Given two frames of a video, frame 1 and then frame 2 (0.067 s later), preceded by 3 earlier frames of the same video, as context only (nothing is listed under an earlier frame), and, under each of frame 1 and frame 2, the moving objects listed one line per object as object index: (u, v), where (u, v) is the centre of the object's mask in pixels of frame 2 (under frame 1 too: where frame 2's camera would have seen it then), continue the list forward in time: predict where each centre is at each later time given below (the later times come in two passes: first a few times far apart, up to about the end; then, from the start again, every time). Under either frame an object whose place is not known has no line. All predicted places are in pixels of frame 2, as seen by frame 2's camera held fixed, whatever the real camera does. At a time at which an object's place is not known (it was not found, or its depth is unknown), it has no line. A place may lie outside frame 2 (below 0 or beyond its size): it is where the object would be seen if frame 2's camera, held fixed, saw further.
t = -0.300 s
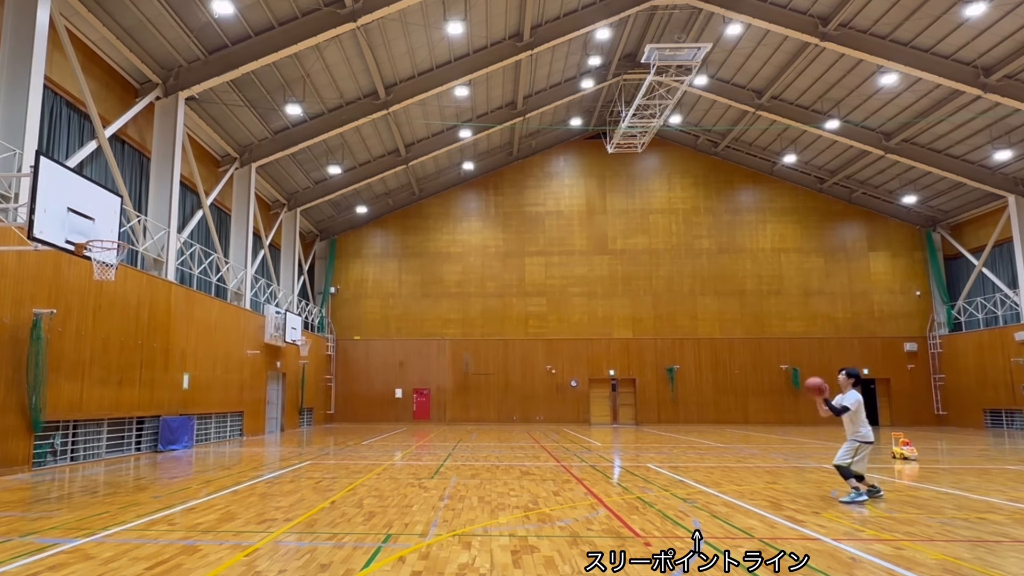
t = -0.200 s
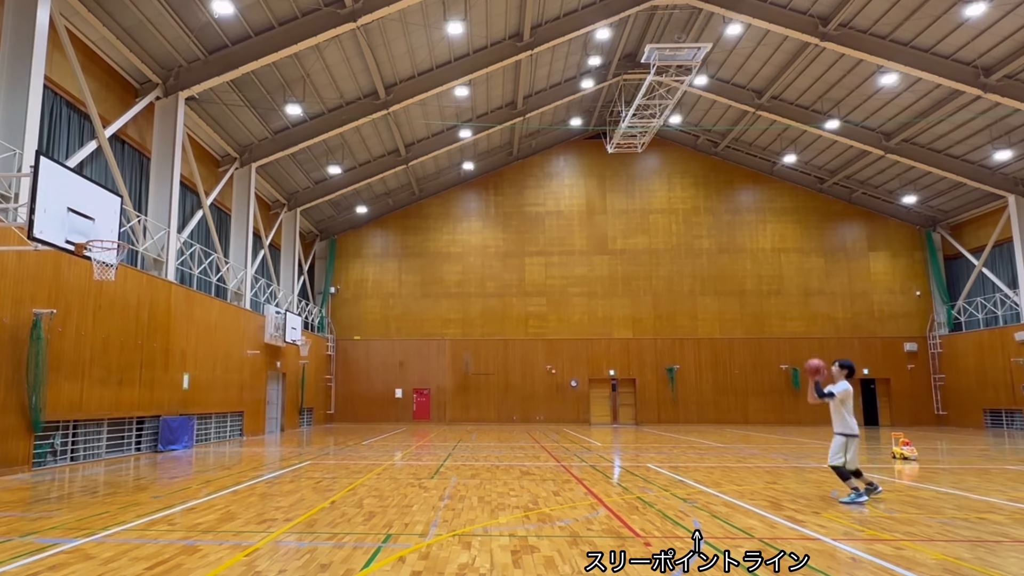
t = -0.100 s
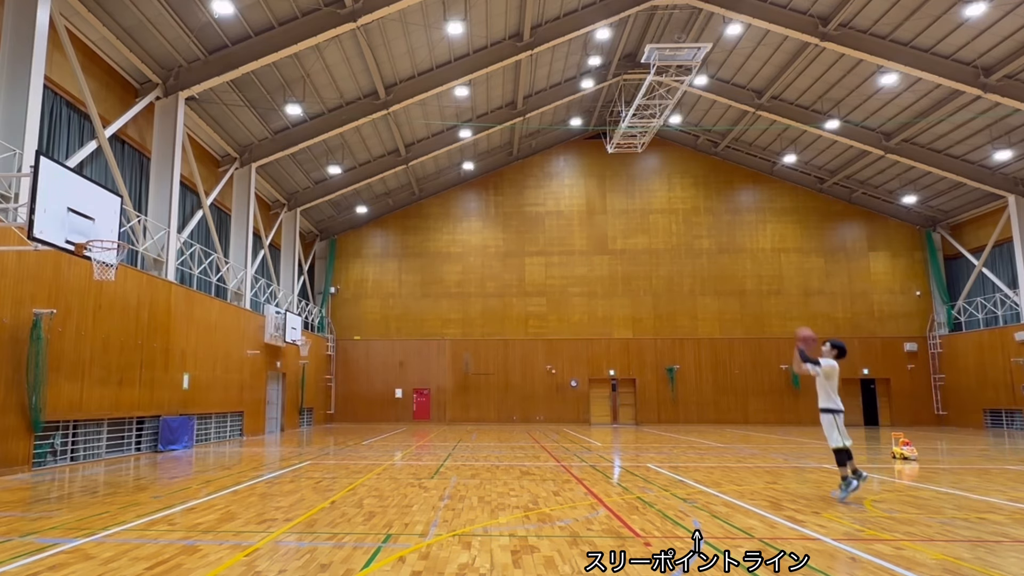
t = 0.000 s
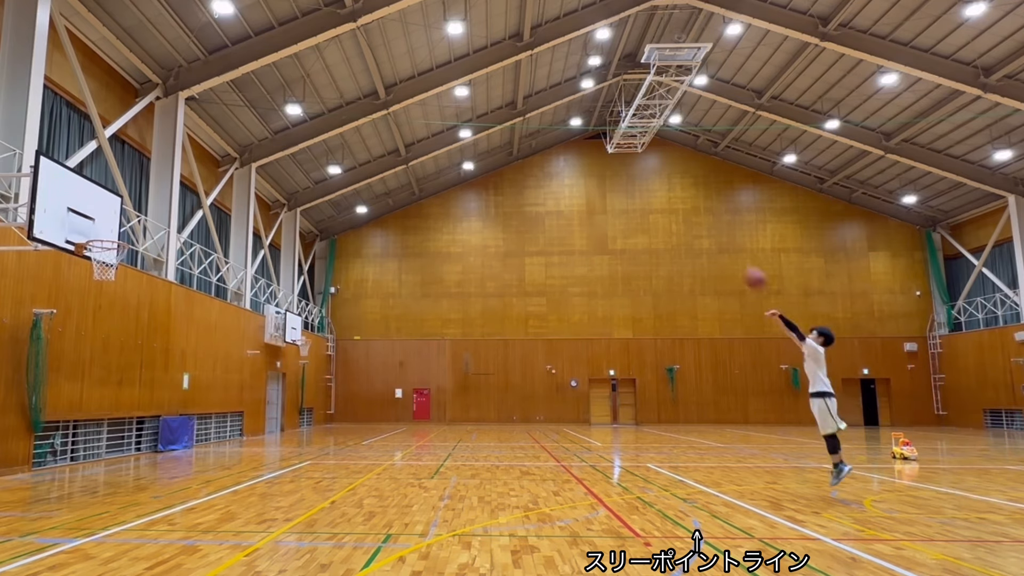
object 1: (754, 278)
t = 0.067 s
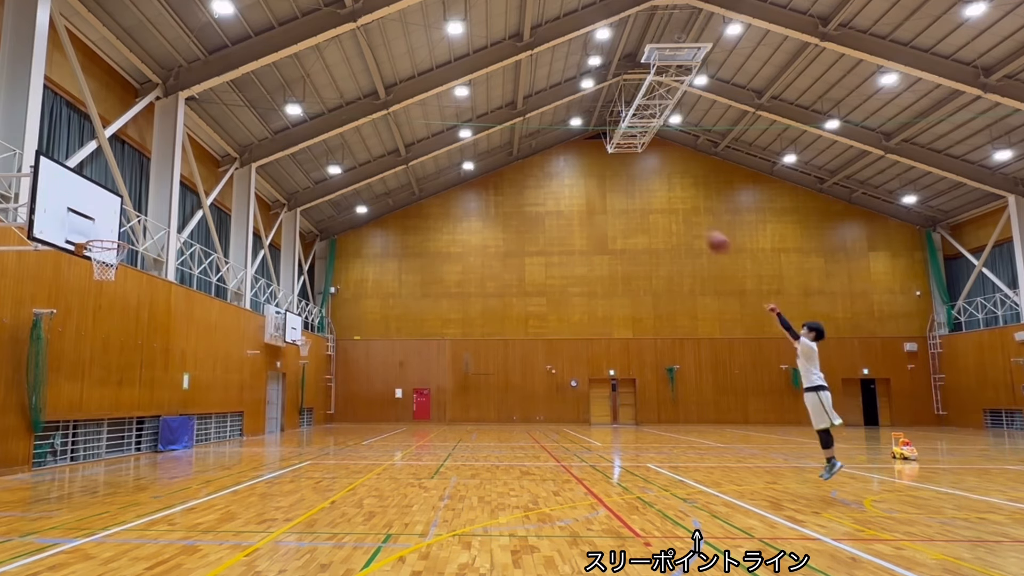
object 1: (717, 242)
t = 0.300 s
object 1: (594, 143)
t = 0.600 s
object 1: (454, 89)
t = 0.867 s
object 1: (340, 91)
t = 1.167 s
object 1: (214, 152)
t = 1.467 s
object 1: (91, 256)
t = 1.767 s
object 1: (122, 263)
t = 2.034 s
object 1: (150, 324)
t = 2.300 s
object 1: (174, 437)
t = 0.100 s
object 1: (699, 225)
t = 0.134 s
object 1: (680, 209)
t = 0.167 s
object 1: (662, 195)
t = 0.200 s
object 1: (645, 181)
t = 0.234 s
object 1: (628, 168)
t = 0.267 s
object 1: (612, 155)
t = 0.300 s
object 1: (594, 143)
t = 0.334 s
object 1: (579, 138)
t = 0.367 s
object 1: (562, 128)
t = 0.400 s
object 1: (548, 121)
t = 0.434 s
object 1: (531, 113)
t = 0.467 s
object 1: (515, 106)
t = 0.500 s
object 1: (500, 101)
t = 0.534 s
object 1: (485, 96)
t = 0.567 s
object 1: (470, 92)
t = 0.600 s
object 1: (454, 89)
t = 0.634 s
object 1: (440, 86)
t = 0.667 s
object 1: (427, 85)
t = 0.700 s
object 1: (412, 84)
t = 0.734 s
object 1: (398, 84)
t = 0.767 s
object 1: (384, 86)
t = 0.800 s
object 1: (368, 87)
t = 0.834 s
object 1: (355, 88)
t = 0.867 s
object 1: (340, 91)
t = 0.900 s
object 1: (326, 95)
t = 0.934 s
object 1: (311, 100)
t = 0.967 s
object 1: (298, 104)
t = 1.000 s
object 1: (282, 111)
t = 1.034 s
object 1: (269, 117)
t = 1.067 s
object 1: (255, 125)
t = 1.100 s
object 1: (241, 134)
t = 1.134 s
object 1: (227, 143)
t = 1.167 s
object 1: (214, 152)
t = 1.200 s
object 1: (199, 162)
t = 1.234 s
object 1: (185, 174)
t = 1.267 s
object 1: (169, 187)
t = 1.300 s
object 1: (156, 201)
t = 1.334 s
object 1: (141, 214)
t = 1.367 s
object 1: (126, 229)
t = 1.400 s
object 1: (112, 244)
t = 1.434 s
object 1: (101, 251)
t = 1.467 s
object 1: (91, 256)
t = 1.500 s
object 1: (88, 255)
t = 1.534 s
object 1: (89, 253)
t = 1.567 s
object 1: (93, 252)
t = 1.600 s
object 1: (98, 252)
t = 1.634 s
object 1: (104, 253)
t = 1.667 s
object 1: (110, 256)
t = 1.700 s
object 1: (114, 258)
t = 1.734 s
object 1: (118, 259)
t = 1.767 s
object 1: (122, 263)
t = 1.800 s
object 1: (125, 268)
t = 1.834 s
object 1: (129, 274)
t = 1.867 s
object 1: (133, 279)
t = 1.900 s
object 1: (136, 287)
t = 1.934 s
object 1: (140, 295)
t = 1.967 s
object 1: (144, 304)
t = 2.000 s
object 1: (146, 313)
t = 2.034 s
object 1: (150, 324)
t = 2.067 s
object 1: (153, 335)
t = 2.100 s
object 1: (157, 347)
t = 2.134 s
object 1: (160, 360)
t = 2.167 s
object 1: (163, 373)
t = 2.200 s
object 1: (166, 387)
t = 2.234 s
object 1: (169, 403)
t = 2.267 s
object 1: (172, 420)
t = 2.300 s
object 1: (174, 437)
